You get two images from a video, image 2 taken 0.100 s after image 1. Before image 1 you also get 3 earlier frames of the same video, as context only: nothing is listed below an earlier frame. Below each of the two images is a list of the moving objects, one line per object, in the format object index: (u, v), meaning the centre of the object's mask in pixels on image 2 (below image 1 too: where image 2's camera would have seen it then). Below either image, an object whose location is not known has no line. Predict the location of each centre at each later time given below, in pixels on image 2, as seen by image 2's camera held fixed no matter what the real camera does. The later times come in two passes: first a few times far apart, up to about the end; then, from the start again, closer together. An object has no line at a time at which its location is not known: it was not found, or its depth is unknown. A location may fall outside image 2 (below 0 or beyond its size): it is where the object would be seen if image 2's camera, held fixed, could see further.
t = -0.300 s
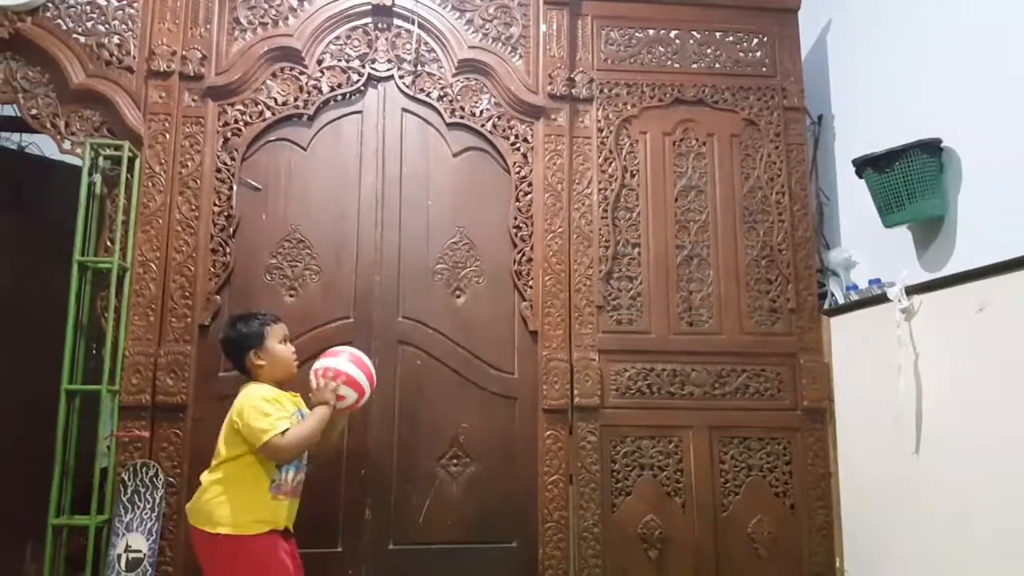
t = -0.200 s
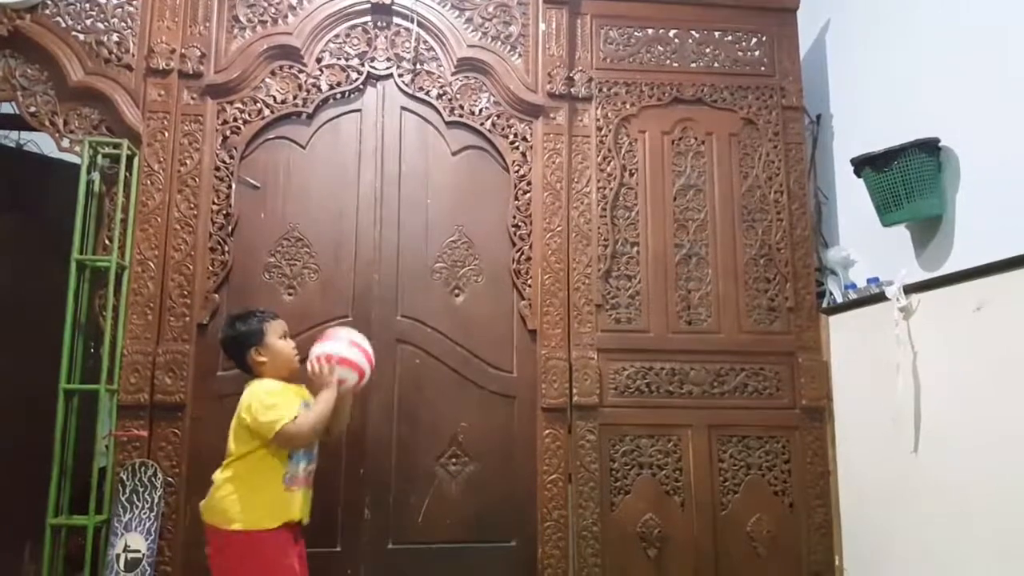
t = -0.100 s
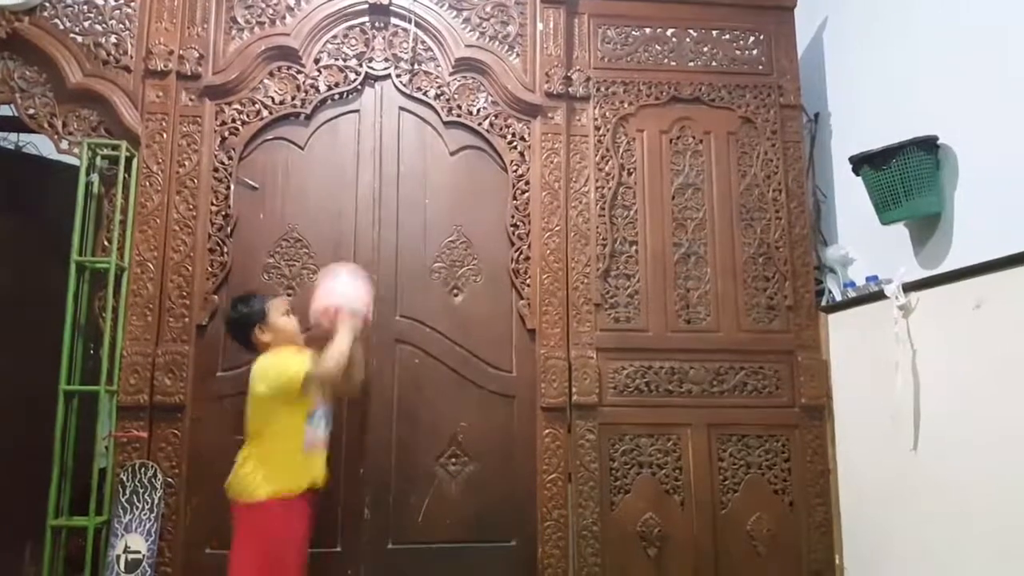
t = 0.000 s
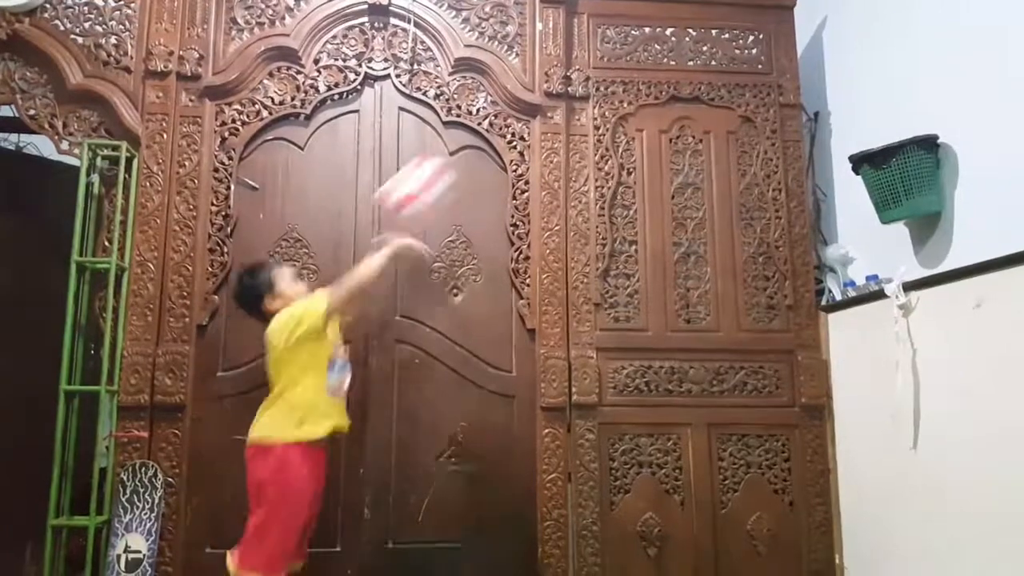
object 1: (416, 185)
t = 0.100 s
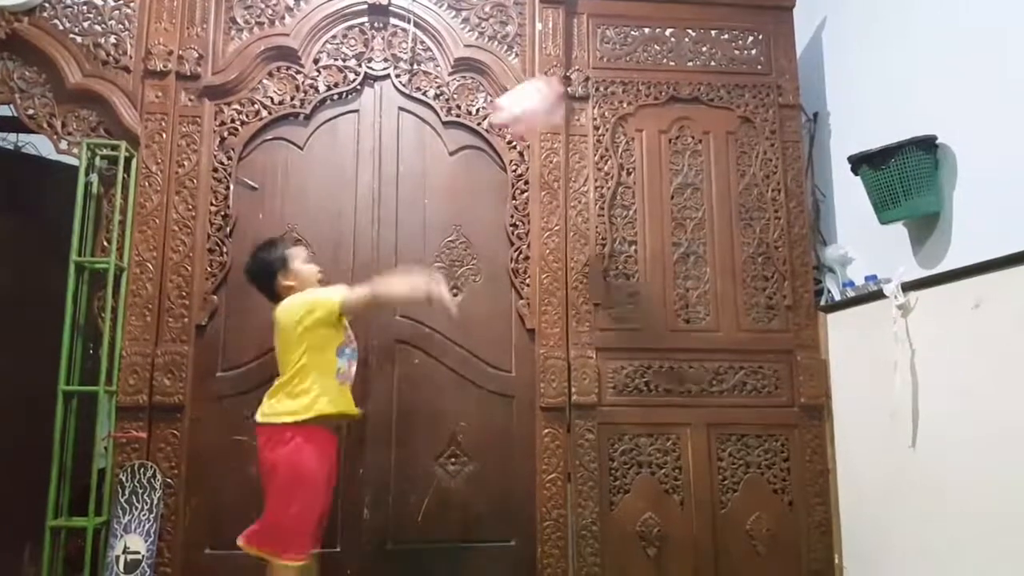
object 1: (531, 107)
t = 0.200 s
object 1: (632, 55)
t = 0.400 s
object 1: (804, 26)
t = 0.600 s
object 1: (792, 75)
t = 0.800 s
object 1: (713, 218)
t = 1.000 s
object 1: (641, 498)
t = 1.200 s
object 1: (563, 556)
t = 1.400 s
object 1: (493, 542)
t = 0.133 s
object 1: (564, 87)
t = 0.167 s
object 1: (599, 69)
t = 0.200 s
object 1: (632, 55)
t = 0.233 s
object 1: (662, 43)
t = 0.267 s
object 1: (693, 35)
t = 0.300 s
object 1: (723, 28)
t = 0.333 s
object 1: (752, 26)
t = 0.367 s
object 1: (775, 24)
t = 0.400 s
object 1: (804, 26)
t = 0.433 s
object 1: (844, 37)
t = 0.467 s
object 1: (845, 37)
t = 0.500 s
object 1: (832, 42)
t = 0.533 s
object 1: (816, 52)
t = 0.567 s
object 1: (803, 62)
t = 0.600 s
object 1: (792, 75)
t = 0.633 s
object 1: (780, 90)
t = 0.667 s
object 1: (768, 110)
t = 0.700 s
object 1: (753, 133)
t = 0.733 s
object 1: (740, 160)
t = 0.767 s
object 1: (728, 186)
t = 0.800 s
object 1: (713, 218)
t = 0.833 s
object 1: (700, 255)
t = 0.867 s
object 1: (687, 295)
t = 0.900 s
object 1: (676, 336)
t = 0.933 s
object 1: (664, 384)
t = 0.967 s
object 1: (652, 439)
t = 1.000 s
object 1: (641, 498)
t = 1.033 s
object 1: (632, 543)
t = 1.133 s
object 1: (586, 569)
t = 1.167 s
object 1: (575, 561)
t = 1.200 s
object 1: (563, 556)
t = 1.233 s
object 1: (552, 550)
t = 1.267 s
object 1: (540, 544)
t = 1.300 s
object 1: (528, 538)
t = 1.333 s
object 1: (516, 536)
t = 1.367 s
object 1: (505, 538)
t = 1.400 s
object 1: (493, 542)
